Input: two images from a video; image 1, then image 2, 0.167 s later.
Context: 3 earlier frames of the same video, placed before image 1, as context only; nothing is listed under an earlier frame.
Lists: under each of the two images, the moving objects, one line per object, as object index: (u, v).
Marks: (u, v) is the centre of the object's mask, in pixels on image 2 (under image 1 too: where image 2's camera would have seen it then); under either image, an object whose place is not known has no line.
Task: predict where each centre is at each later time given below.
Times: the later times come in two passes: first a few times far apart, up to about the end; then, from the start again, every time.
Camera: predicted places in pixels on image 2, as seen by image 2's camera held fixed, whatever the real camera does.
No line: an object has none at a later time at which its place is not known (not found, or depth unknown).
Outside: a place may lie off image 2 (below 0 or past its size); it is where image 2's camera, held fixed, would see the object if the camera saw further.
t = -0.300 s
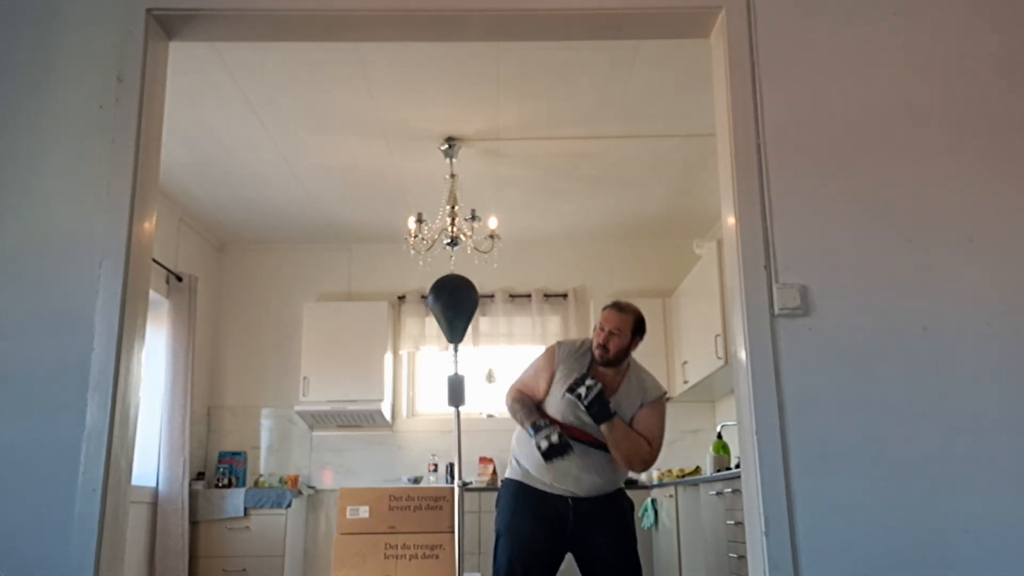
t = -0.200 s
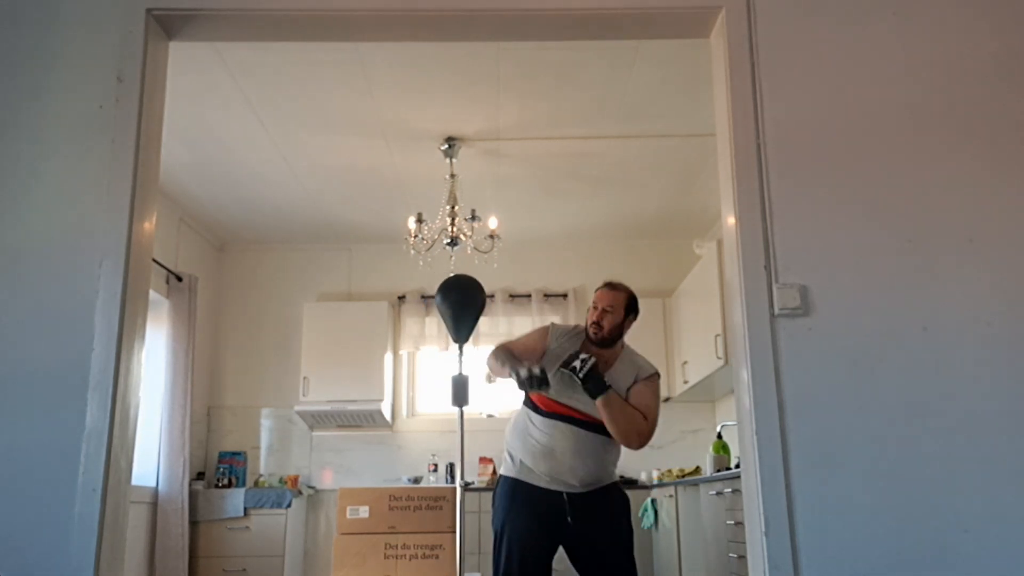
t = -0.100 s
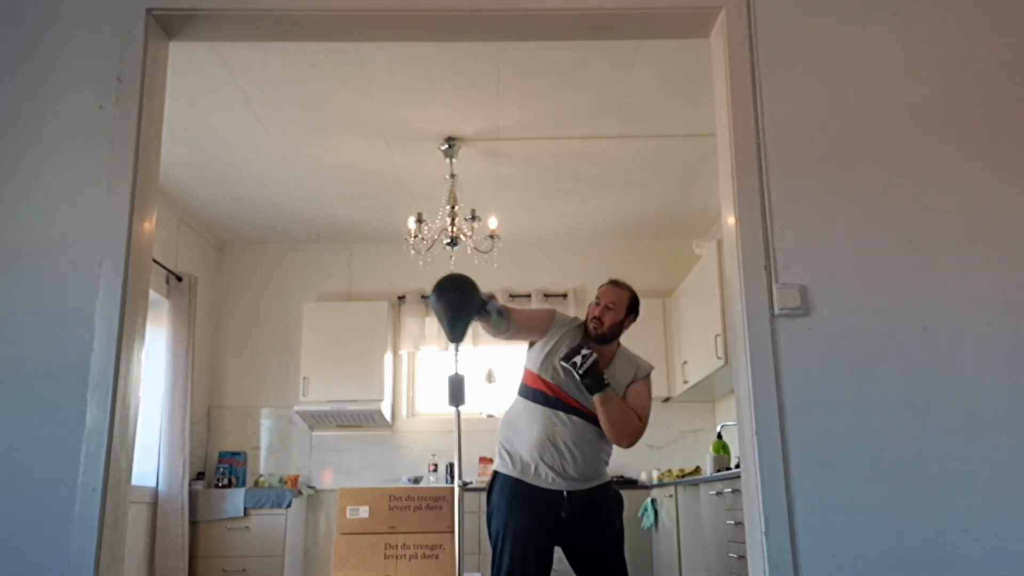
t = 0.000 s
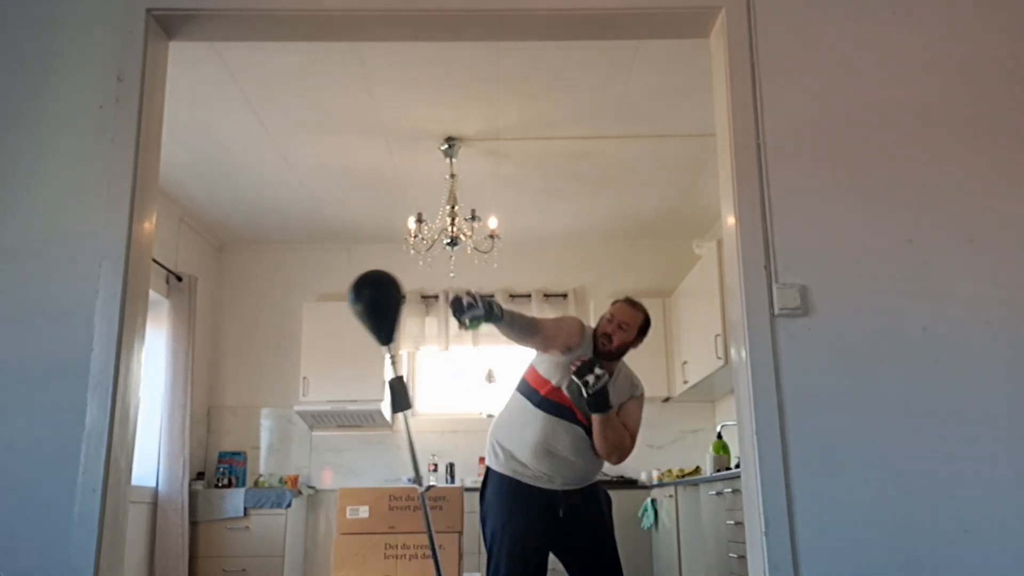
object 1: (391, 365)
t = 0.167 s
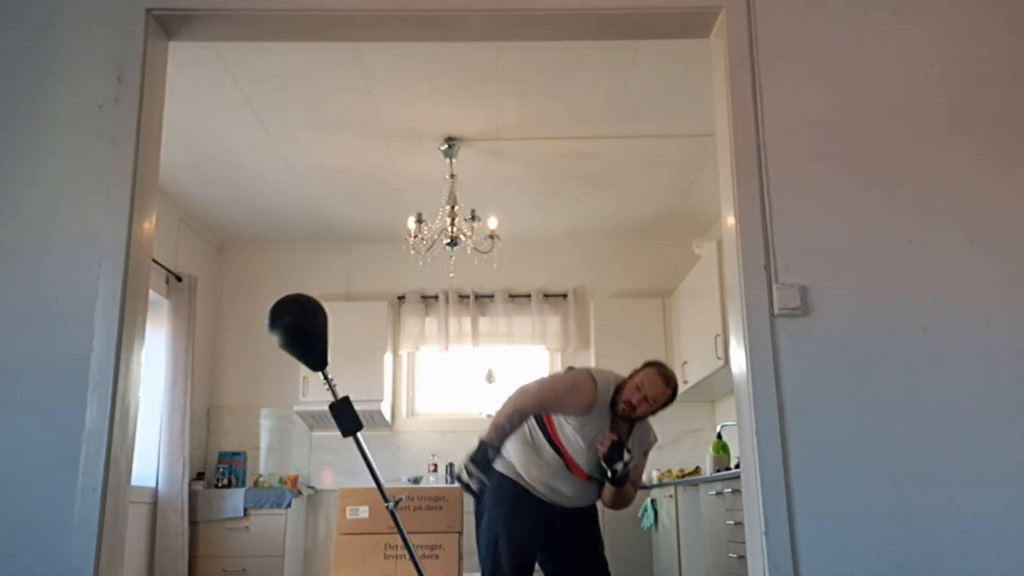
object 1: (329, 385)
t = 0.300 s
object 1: (345, 379)
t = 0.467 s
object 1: (432, 373)
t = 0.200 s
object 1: (327, 386)
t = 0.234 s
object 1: (329, 385)
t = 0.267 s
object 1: (336, 383)
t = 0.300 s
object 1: (345, 379)
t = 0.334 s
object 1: (358, 375)
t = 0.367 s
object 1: (373, 370)
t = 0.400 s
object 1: (391, 367)
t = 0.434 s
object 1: (411, 366)
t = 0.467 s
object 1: (432, 373)
